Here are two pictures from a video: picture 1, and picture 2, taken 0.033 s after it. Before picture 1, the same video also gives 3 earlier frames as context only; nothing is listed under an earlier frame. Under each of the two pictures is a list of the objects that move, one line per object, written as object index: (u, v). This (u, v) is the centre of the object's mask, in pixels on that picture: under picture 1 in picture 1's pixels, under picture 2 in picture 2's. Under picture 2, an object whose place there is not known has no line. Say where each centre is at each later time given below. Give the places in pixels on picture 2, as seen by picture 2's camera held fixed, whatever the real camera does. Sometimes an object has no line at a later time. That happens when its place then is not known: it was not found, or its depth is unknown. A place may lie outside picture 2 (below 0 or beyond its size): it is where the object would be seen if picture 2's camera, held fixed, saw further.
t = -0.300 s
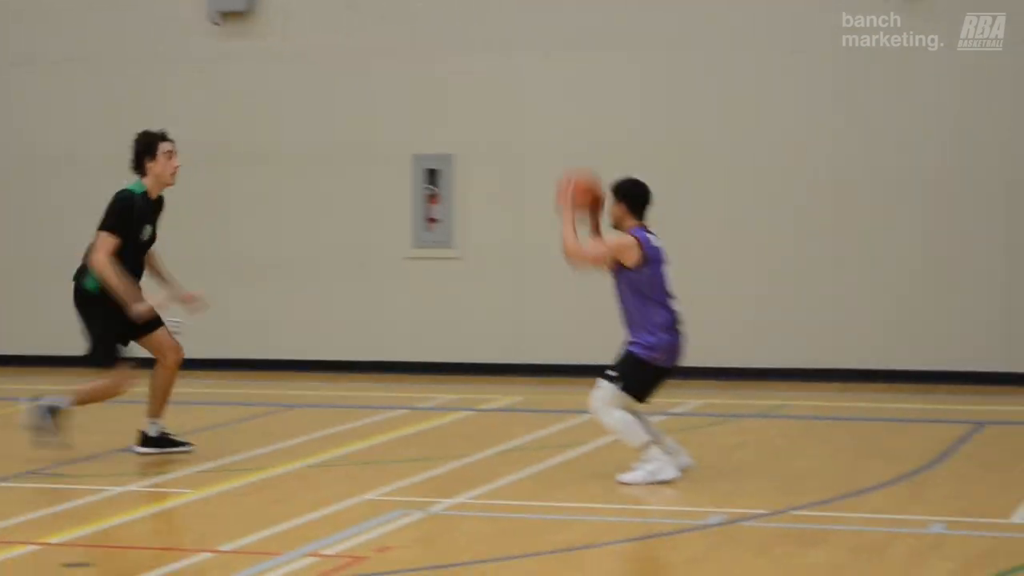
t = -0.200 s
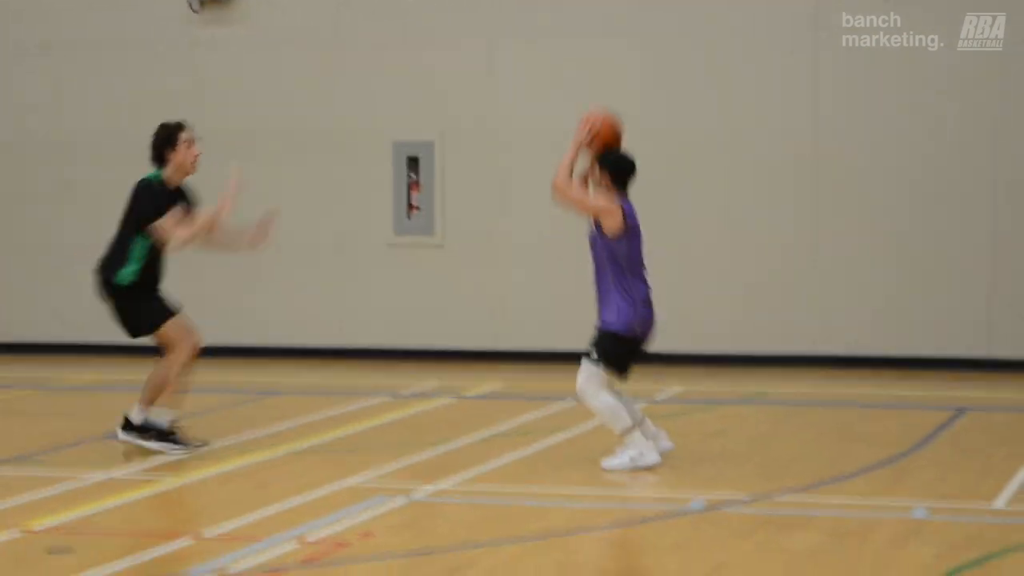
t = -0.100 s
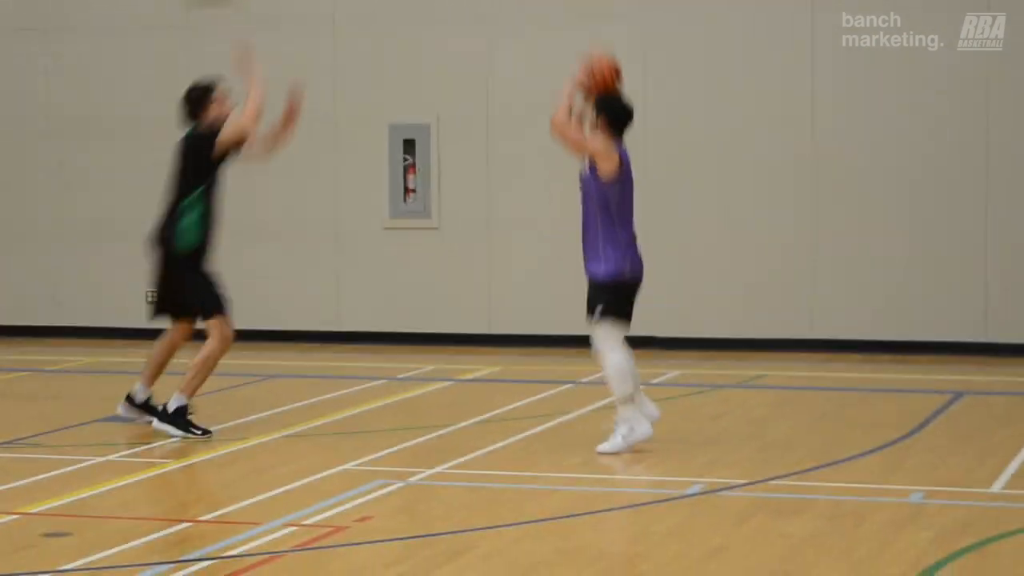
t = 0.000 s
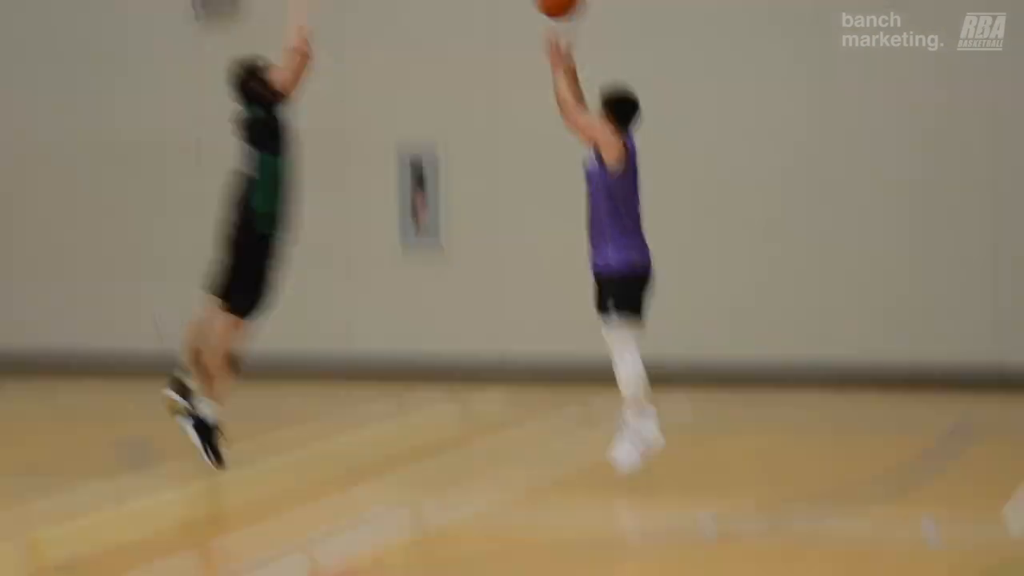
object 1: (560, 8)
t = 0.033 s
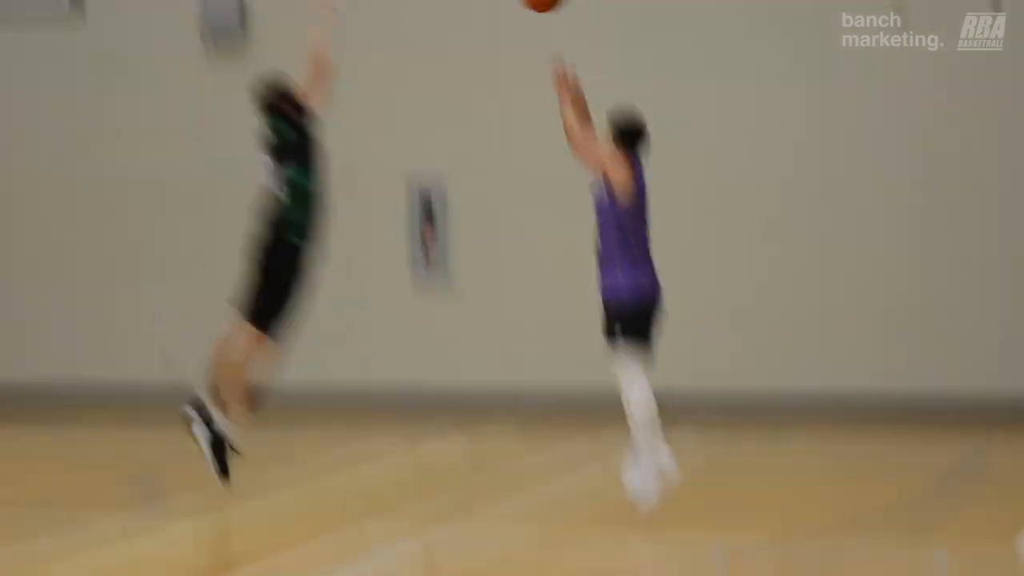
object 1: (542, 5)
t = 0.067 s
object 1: (527, 5)
